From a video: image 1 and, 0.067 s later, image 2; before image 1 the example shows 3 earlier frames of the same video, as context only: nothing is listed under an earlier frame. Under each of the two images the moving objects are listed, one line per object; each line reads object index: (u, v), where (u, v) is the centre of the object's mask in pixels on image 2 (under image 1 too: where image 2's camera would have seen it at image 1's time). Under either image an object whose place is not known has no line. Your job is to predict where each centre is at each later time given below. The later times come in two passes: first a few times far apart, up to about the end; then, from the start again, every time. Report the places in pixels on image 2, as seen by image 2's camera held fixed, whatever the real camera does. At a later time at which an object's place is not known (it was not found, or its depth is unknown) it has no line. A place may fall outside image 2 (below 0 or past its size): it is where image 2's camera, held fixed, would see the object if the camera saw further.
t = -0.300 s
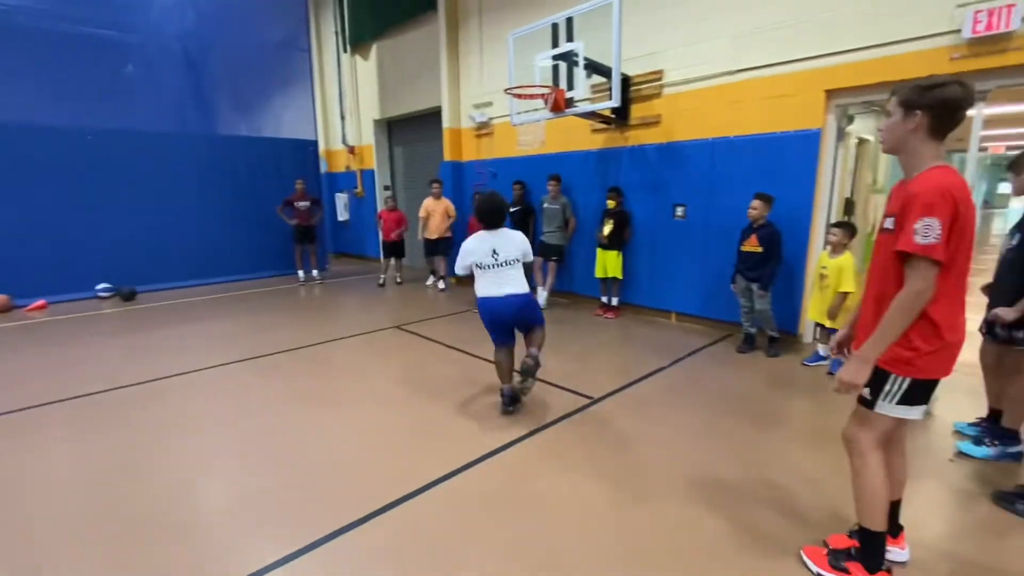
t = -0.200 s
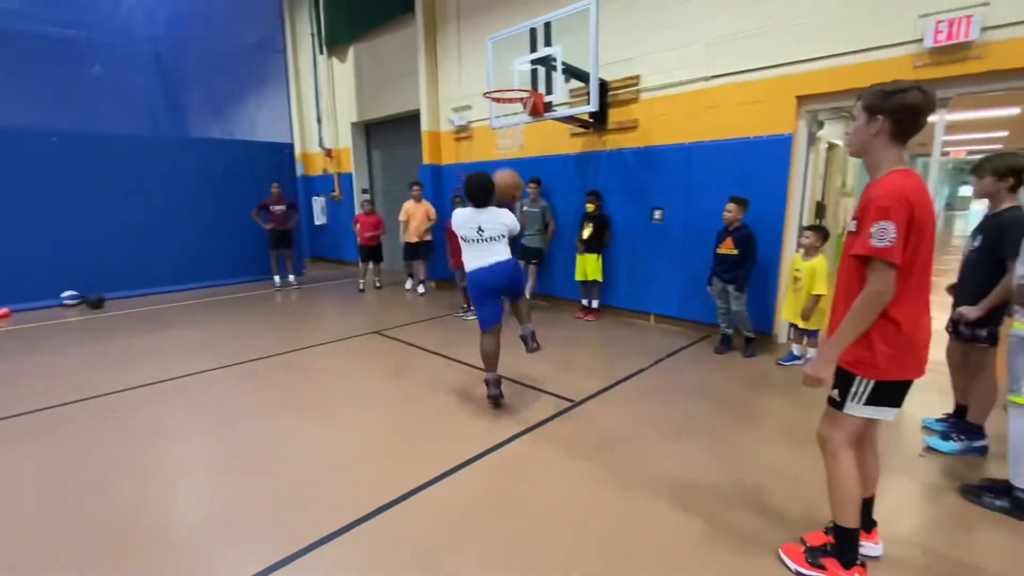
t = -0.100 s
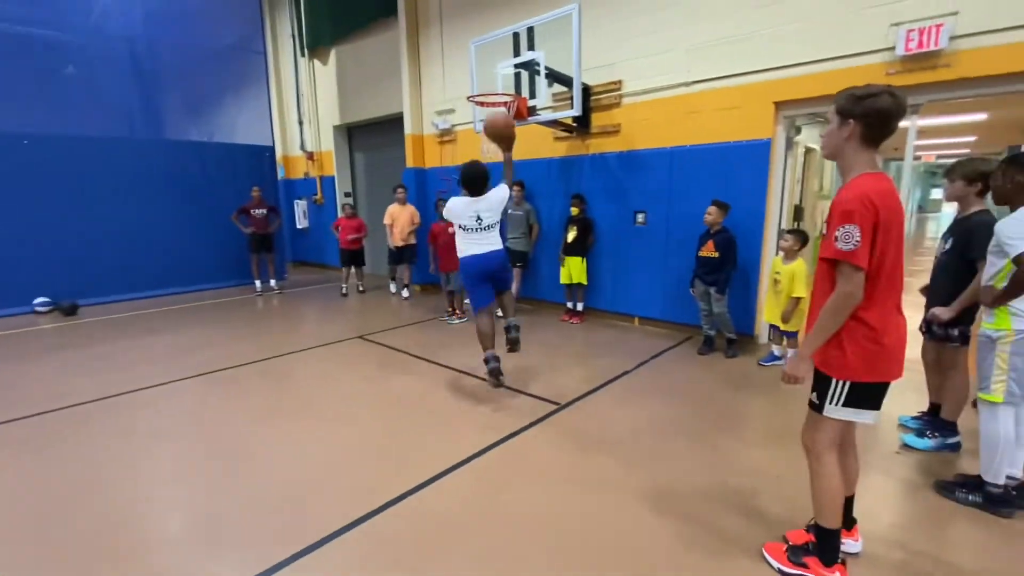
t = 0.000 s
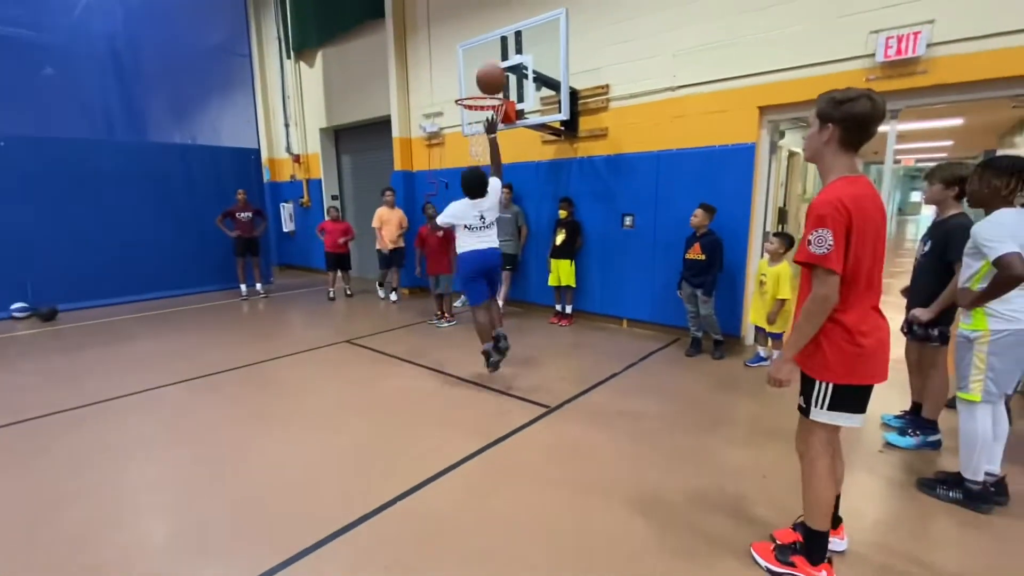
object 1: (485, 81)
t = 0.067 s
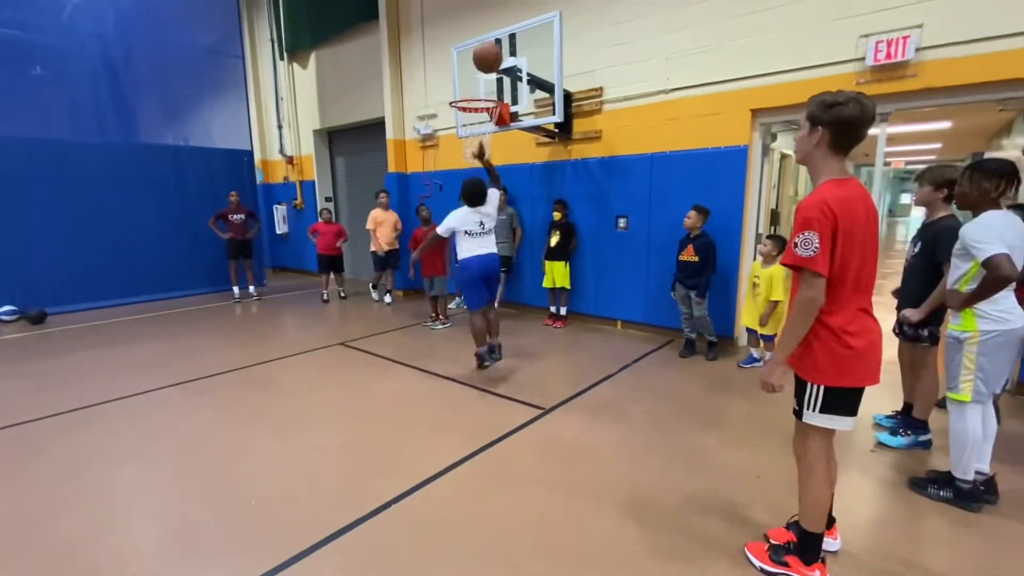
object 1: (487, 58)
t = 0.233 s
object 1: (493, 28)
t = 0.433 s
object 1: (499, 39)
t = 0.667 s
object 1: (478, 87)
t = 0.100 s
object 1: (488, 48)
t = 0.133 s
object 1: (490, 40)
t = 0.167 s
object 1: (491, 35)
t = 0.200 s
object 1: (492, 31)
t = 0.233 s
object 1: (493, 28)
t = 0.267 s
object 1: (494, 27)
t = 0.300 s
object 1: (495, 26)
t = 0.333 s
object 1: (497, 27)
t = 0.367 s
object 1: (497, 30)
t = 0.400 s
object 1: (498, 34)
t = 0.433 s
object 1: (499, 39)
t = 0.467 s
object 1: (501, 45)
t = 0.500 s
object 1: (502, 52)
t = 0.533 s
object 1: (497, 57)
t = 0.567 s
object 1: (492, 63)
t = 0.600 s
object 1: (487, 70)
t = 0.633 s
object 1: (482, 78)
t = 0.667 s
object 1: (478, 87)
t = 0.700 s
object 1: (473, 93)
